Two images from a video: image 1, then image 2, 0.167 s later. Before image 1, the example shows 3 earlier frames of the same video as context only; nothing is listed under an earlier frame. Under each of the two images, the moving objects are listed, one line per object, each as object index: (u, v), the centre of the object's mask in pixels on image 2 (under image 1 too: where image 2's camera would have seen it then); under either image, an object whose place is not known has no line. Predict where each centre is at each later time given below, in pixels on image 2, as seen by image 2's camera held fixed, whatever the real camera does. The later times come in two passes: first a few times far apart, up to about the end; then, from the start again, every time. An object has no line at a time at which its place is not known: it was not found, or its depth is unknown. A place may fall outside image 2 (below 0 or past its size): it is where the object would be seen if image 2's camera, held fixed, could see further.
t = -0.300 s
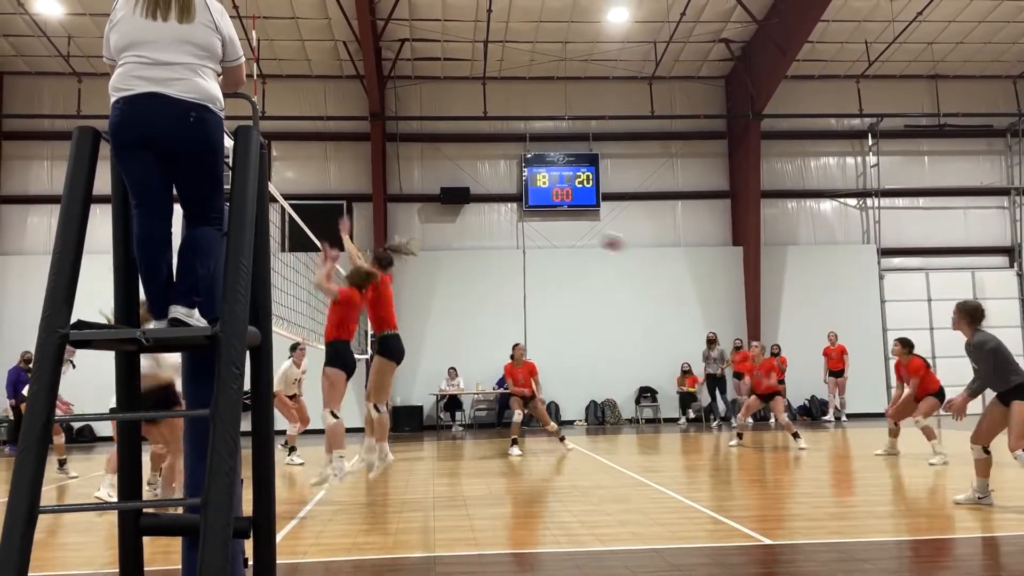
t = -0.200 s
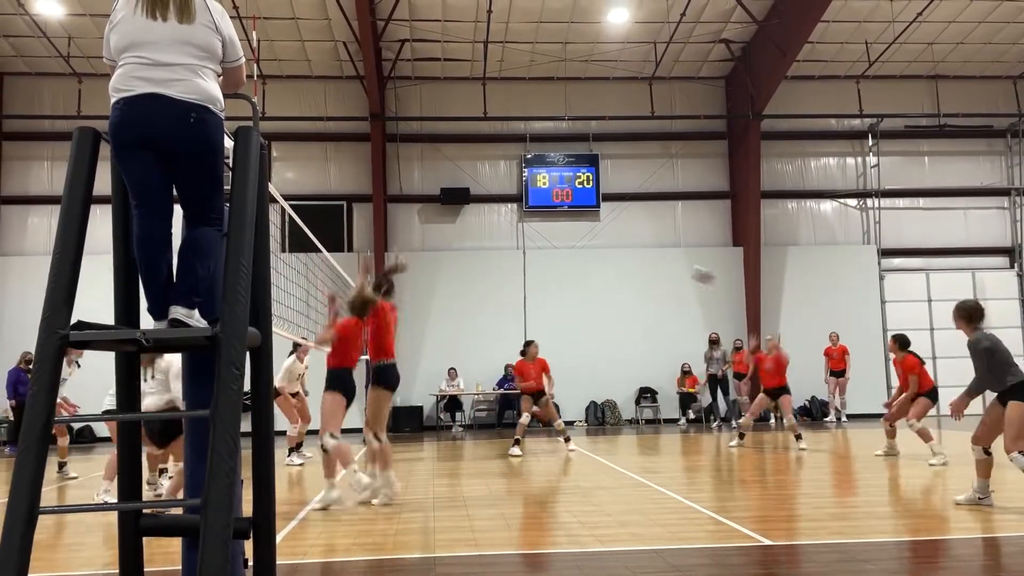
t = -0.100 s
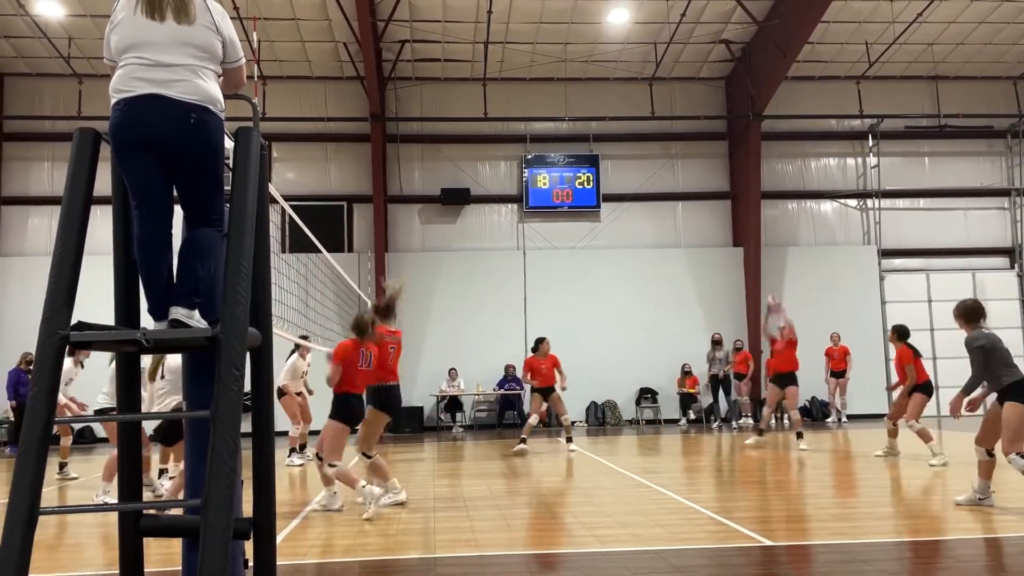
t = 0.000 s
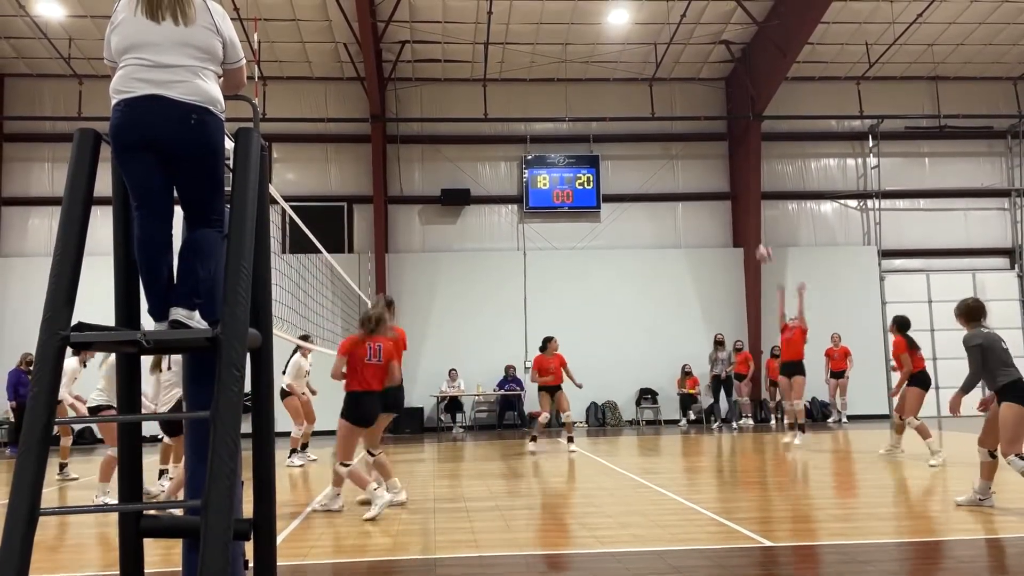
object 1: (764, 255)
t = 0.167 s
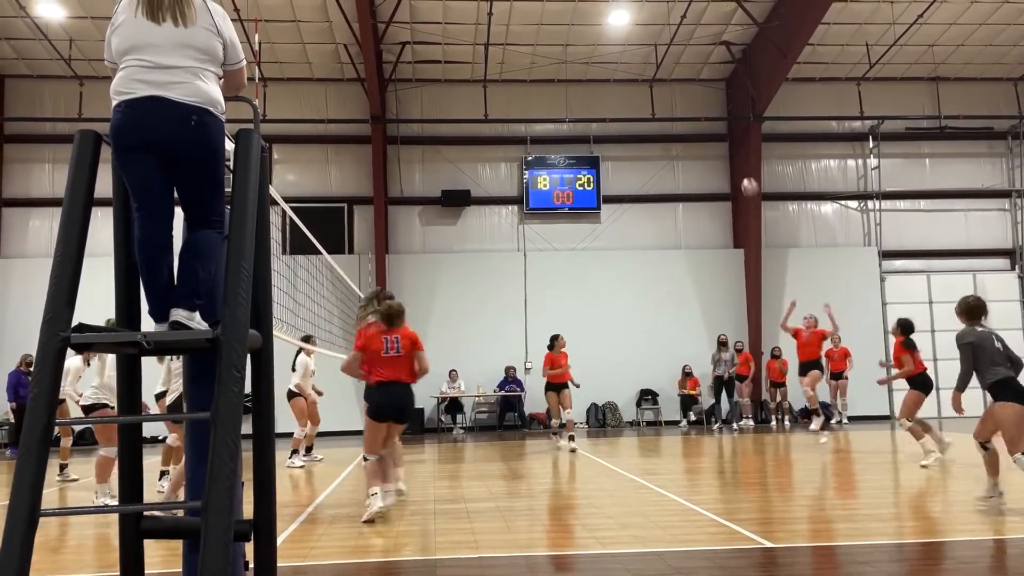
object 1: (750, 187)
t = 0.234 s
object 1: (744, 166)
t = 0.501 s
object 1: (723, 113)
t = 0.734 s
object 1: (706, 109)
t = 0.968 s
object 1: (690, 146)
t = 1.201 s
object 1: (677, 229)
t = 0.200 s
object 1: (747, 176)
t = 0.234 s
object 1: (744, 166)
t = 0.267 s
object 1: (741, 156)
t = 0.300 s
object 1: (738, 147)
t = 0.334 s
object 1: (736, 140)
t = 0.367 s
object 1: (733, 133)
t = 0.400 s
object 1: (731, 127)
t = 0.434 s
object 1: (728, 121)
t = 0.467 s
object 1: (726, 117)
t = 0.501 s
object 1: (723, 113)
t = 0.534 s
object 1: (721, 110)
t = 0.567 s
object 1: (718, 108)
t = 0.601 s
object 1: (716, 106)
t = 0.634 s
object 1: (714, 106)
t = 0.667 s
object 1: (711, 106)
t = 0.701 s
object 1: (708, 107)
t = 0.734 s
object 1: (706, 109)
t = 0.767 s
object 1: (704, 112)
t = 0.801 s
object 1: (701, 115)
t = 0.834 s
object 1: (699, 119)
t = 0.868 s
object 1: (697, 126)
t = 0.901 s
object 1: (695, 132)
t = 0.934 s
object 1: (693, 138)
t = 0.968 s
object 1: (690, 146)
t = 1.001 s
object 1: (689, 155)
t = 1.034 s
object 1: (687, 165)
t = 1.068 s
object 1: (685, 176)
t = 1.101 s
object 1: (683, 187)
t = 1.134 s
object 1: (681, 199)
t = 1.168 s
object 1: (679, 214)
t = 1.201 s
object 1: (677, 229)
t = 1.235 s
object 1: (676, 246)
